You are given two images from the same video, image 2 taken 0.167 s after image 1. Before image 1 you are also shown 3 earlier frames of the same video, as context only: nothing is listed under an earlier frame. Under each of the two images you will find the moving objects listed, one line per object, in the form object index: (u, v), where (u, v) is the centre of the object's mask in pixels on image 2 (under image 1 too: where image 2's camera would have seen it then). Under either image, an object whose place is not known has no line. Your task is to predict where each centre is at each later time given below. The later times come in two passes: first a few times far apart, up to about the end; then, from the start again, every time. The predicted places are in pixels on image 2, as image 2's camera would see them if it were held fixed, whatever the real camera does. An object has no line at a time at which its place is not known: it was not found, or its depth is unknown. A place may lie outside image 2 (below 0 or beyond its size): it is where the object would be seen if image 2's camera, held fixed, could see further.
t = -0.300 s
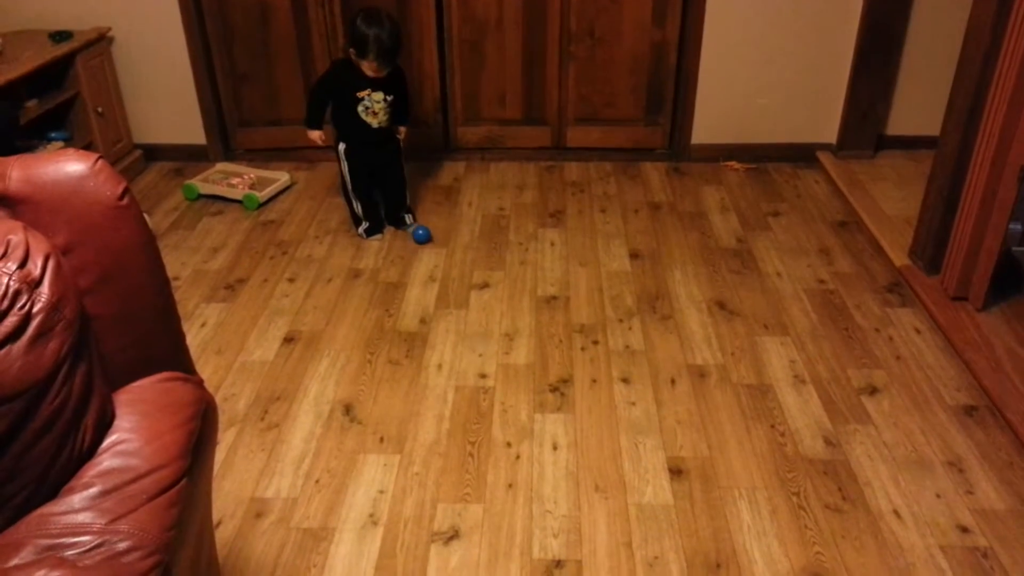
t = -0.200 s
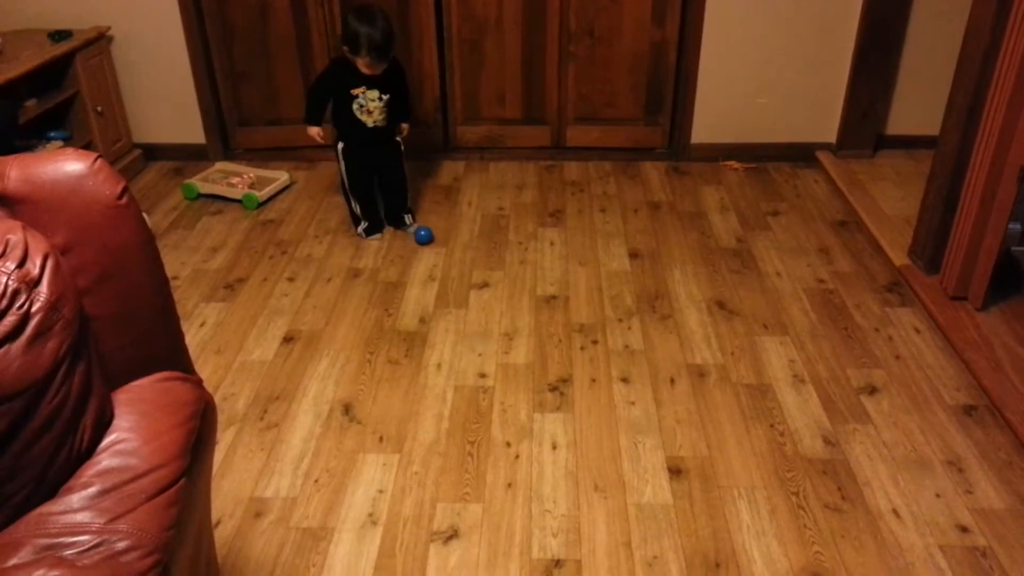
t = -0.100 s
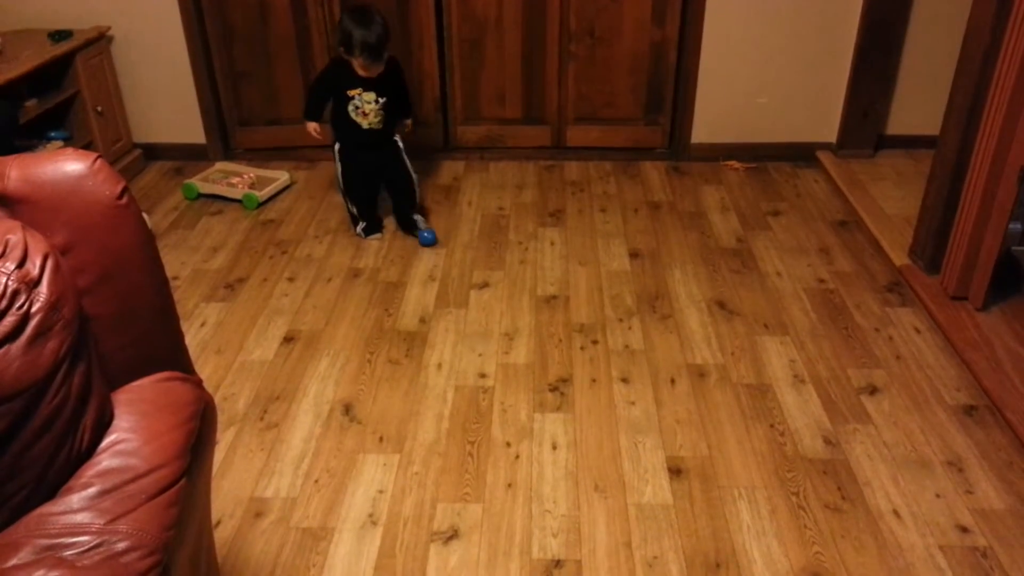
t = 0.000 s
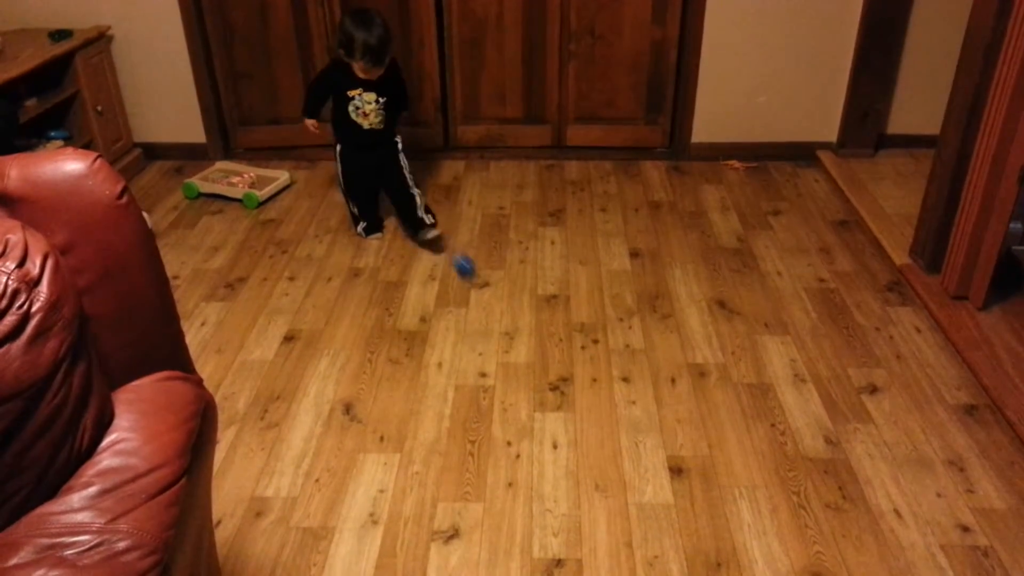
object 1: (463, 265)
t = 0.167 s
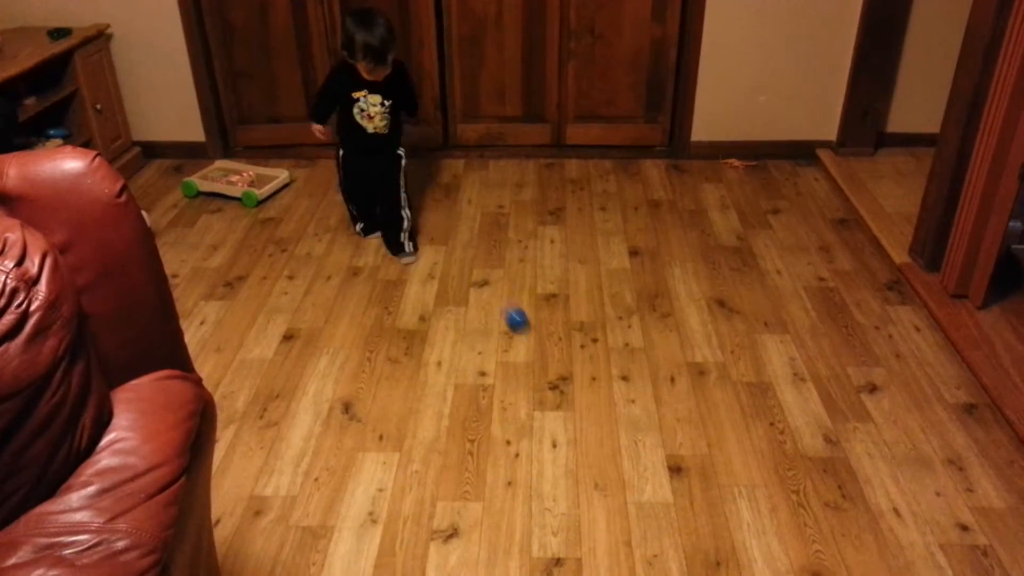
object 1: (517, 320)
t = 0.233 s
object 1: (535, 338)
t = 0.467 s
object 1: (605, 403)
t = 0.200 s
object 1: (525, 328)
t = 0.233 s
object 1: (535, 338)
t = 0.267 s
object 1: (544, 346)
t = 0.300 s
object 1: (553, 355)
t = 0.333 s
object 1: (564, 366)
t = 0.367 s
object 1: (573, 374)
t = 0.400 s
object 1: (584, 383)
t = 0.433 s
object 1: (594, 393)
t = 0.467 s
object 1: (605, 403)
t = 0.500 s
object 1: (617, 414)
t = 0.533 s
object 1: (628, 424)
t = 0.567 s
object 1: (639, 435)
